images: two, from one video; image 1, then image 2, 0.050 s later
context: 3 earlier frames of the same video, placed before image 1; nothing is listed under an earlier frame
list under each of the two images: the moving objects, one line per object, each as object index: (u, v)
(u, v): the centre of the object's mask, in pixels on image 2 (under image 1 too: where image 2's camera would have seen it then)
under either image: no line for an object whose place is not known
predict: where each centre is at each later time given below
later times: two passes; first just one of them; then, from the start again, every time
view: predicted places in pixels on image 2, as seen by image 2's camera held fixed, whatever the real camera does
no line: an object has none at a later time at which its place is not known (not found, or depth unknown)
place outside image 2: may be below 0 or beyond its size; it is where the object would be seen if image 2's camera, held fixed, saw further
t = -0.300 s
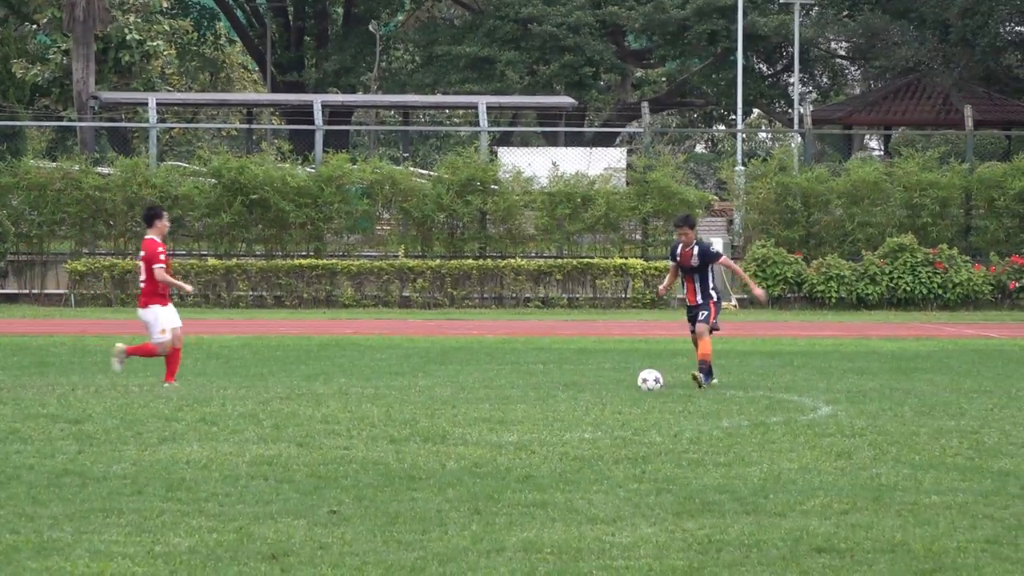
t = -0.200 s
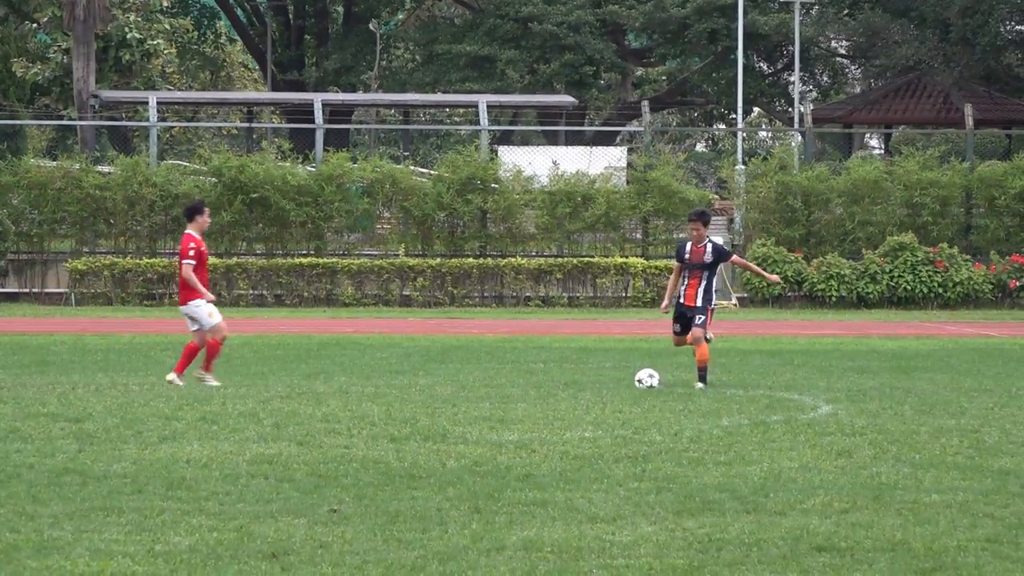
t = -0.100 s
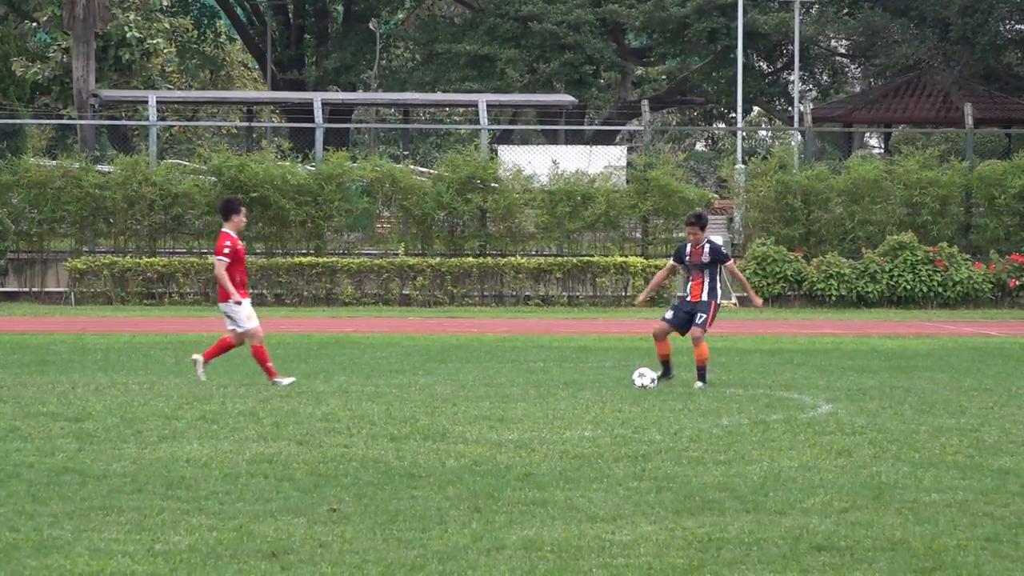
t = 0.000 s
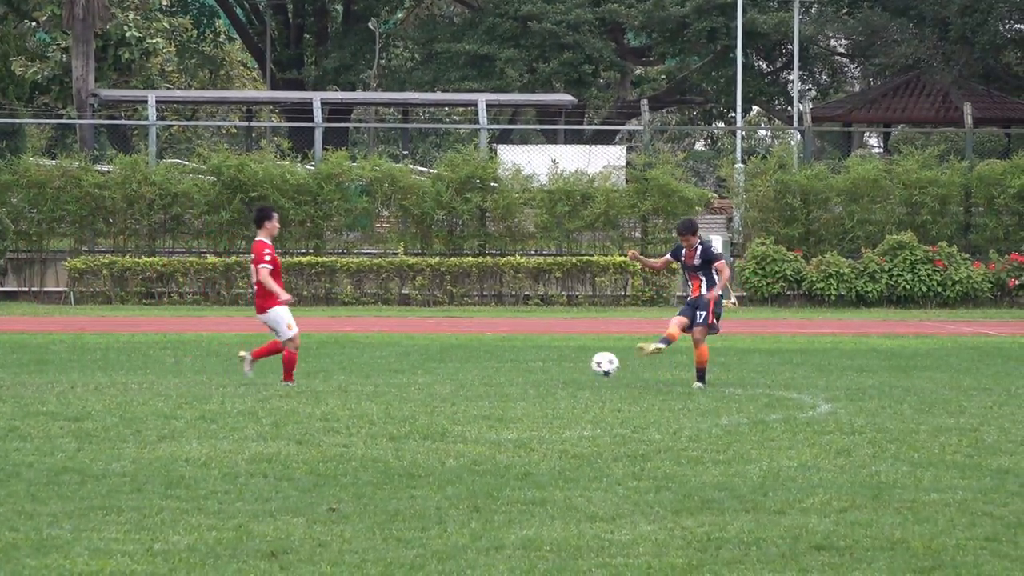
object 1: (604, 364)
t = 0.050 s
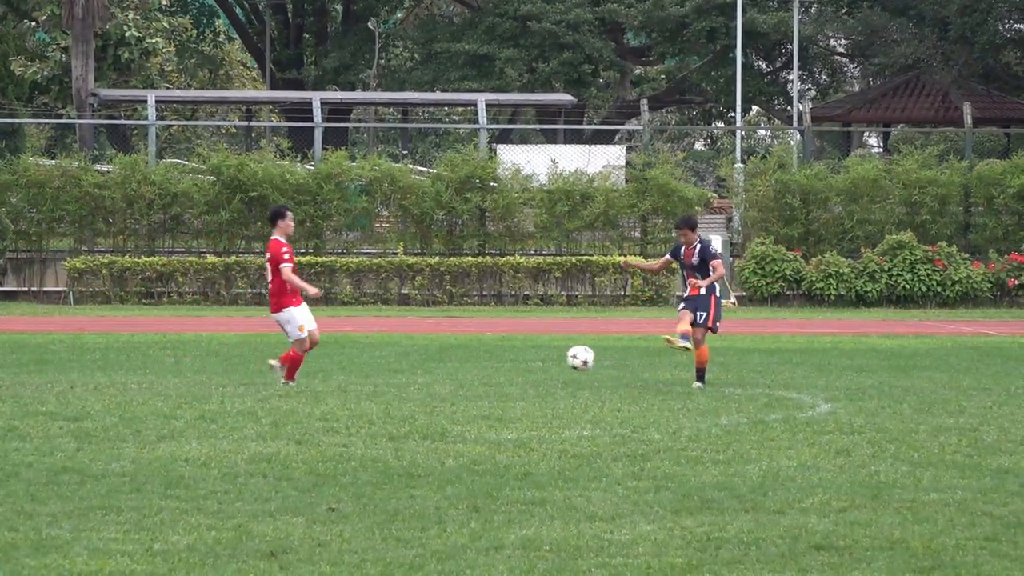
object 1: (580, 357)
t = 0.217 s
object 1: (508, 358)
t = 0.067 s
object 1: (573, 356)
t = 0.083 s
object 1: (565, 355)
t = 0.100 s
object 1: (557, 354)
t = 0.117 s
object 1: (550, 352)
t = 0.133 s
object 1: (543, 352)
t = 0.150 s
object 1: (536, 351)
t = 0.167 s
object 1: (528, 353)
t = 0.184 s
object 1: (521, 354)
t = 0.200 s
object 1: (515, 356)
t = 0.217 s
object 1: (508, 358)
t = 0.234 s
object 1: (501, 361)
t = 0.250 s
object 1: (494, 364)
